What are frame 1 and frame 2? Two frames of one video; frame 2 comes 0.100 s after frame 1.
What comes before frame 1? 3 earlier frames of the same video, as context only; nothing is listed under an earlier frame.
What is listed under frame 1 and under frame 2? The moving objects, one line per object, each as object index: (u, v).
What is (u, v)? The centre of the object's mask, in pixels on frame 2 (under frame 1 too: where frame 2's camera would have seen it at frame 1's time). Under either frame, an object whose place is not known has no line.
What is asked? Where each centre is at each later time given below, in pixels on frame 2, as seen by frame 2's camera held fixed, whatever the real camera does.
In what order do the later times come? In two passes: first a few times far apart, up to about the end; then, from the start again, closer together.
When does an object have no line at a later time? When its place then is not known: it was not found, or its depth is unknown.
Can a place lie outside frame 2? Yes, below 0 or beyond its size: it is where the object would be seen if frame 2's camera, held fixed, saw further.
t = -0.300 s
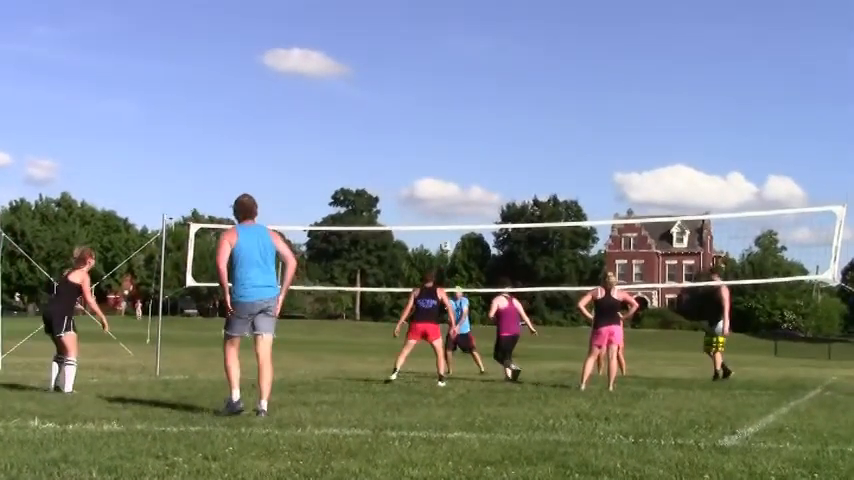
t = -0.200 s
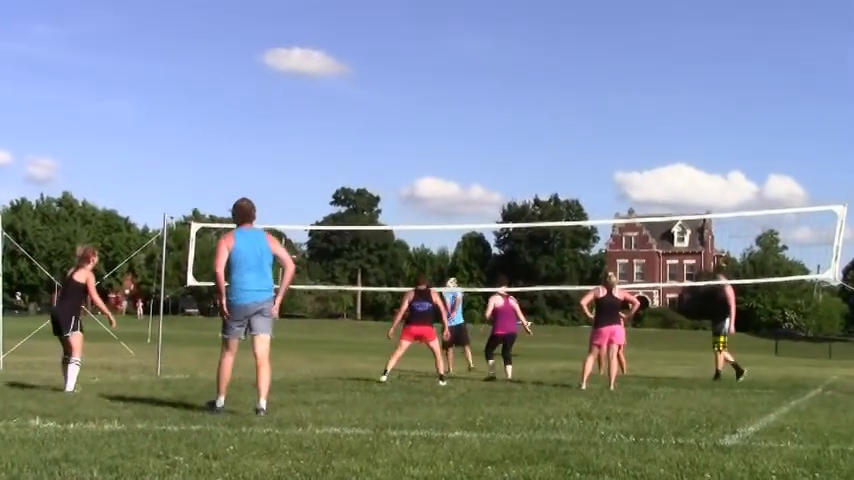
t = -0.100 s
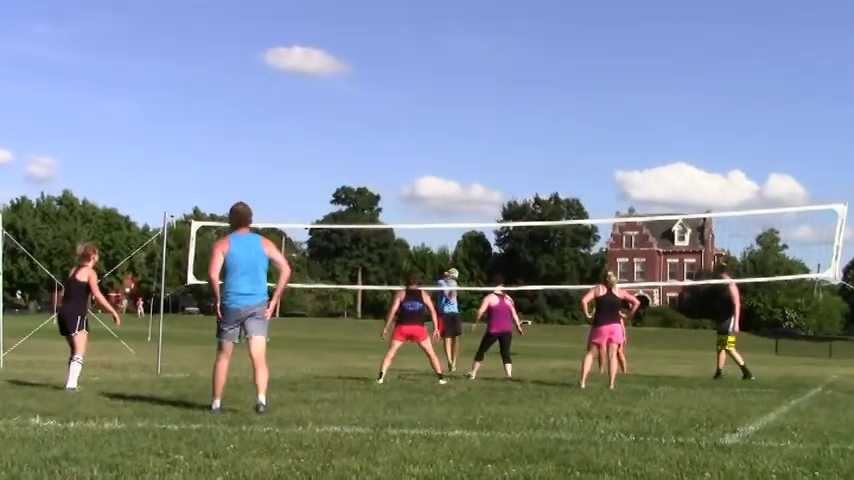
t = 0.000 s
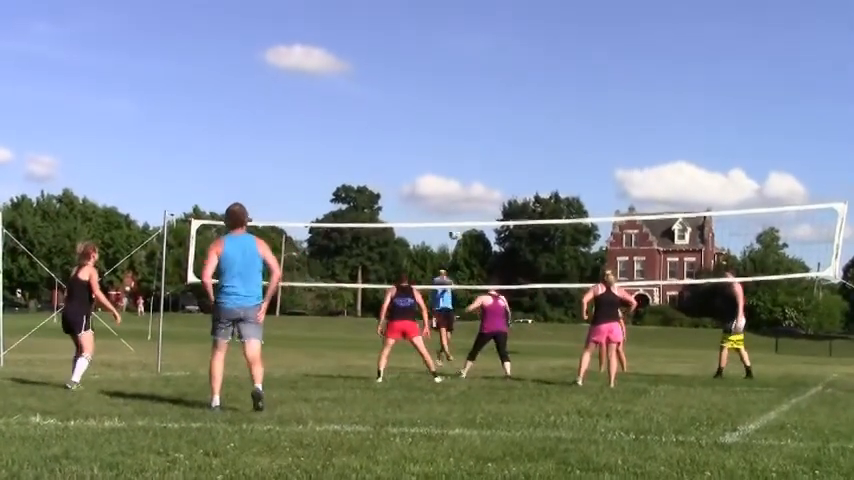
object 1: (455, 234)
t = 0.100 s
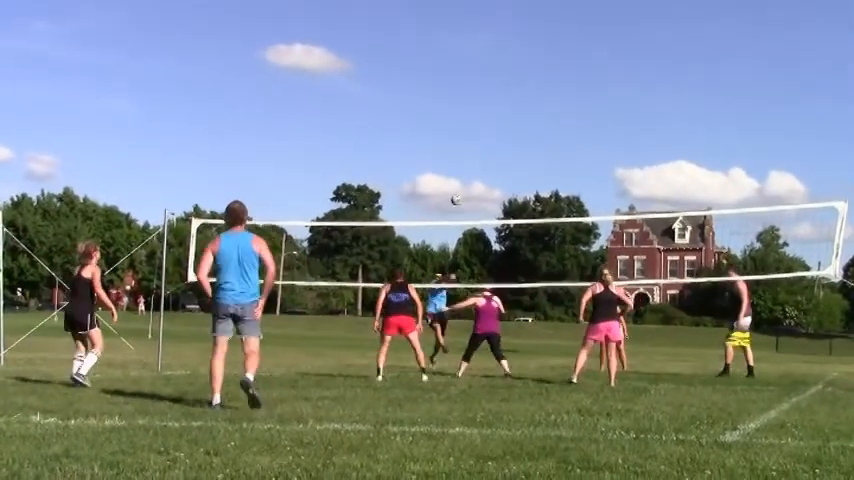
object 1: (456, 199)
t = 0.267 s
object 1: (459, 157)
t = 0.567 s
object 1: (464, 114)
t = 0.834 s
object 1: (466, 117)
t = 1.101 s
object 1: (466, 160)
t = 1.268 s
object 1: (465, 210)
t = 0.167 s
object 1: (457, 181)
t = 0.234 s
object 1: (458, 163)
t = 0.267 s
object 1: (459, 157)
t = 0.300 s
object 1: (459, 149)
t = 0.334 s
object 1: (460, 142)
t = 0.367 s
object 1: (460, 137)
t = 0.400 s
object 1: (461, 132)
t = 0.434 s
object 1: (461, 126)
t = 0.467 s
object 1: (462, 123)
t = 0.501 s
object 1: (462, 119)
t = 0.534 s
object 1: (462, 116)
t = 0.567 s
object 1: (464, 114)
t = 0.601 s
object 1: (464, 113)
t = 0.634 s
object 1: (465, 111)
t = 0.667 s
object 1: (464, 110)
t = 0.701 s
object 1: (464, 110)
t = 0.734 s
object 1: (465, 111)
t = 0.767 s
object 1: (465, 112)
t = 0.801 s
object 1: (466, 114)
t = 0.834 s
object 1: (466, 117)
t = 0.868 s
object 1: (466, 120)
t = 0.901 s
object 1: (467, 124)
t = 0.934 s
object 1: (467, 128)
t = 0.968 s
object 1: (467, 134)
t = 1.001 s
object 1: (466, 139)
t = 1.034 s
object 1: (466, 146)
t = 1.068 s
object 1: (466, 152)
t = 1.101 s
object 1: (466, 160)
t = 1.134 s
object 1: (467, 169)
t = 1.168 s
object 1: (465, 177)
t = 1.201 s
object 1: (465, 187)
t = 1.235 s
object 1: (465, 199)
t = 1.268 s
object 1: (465, 210)
